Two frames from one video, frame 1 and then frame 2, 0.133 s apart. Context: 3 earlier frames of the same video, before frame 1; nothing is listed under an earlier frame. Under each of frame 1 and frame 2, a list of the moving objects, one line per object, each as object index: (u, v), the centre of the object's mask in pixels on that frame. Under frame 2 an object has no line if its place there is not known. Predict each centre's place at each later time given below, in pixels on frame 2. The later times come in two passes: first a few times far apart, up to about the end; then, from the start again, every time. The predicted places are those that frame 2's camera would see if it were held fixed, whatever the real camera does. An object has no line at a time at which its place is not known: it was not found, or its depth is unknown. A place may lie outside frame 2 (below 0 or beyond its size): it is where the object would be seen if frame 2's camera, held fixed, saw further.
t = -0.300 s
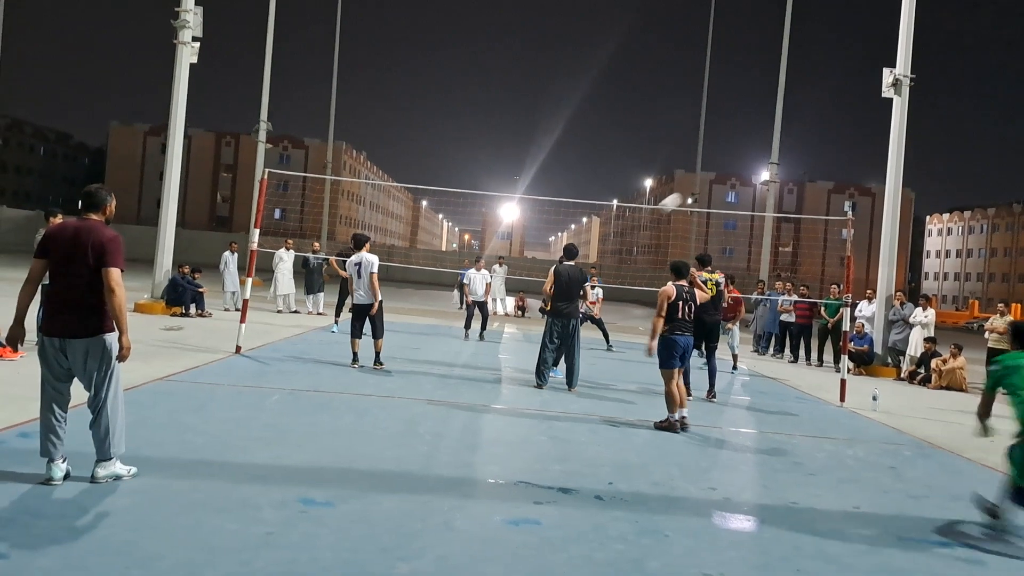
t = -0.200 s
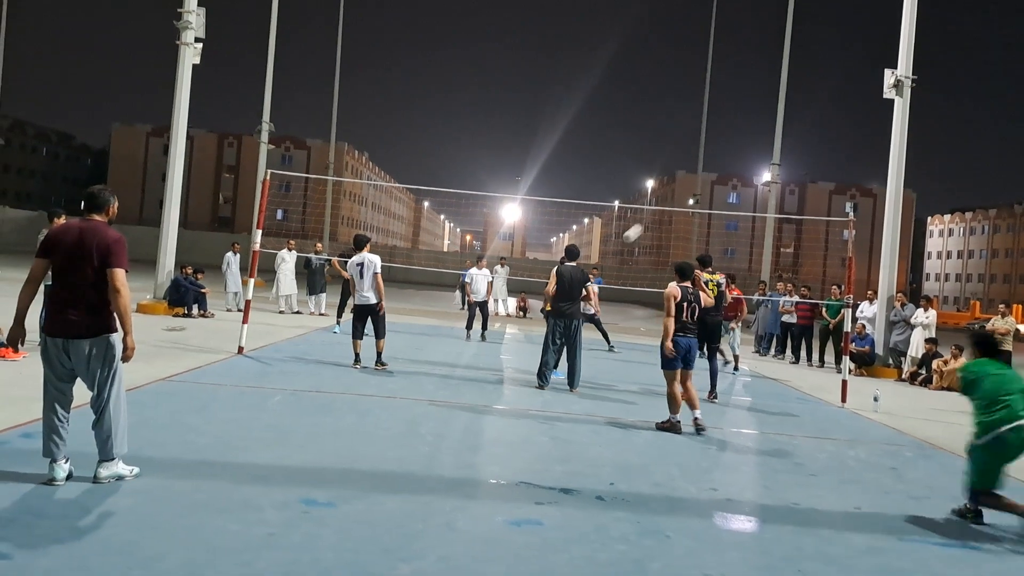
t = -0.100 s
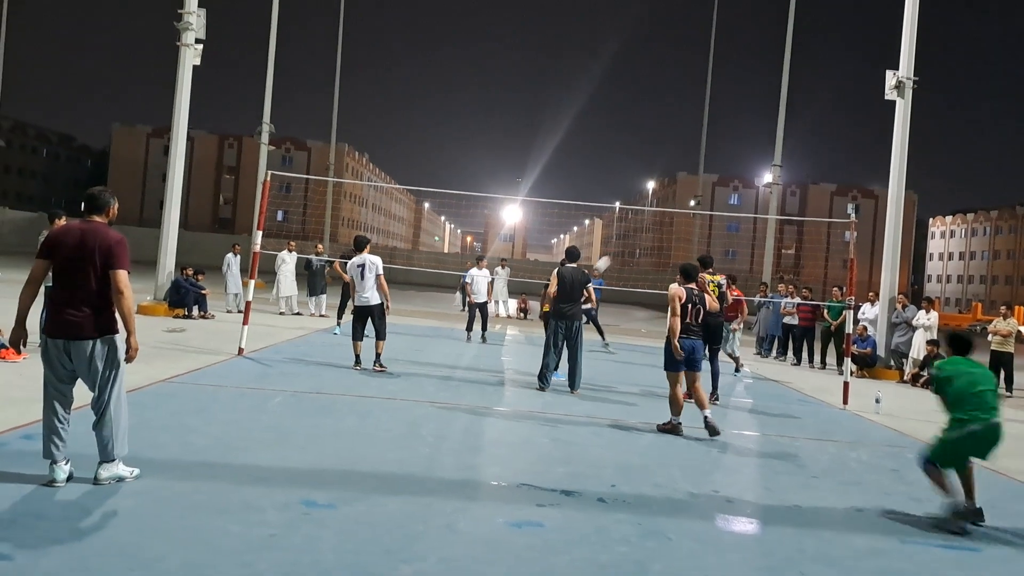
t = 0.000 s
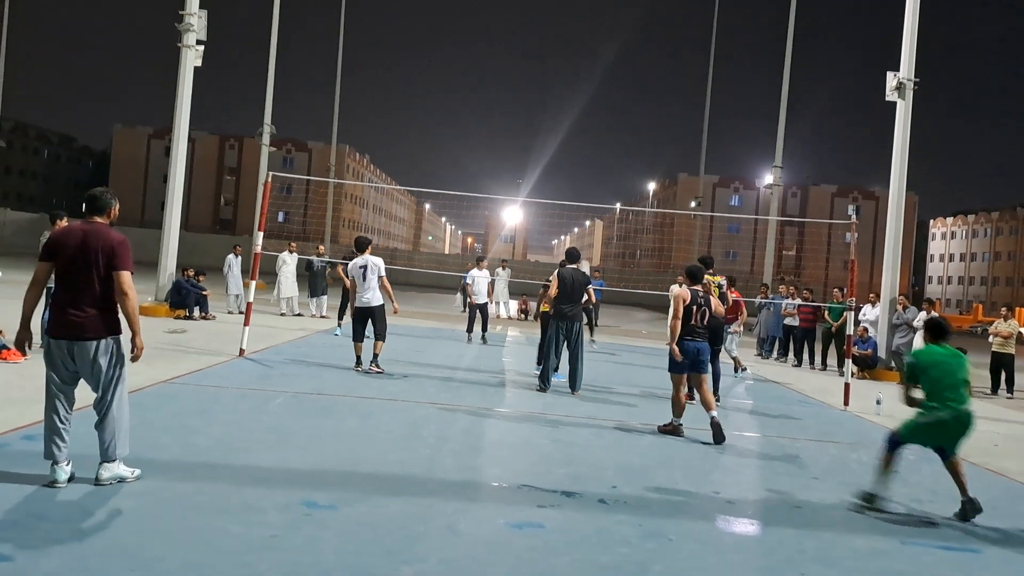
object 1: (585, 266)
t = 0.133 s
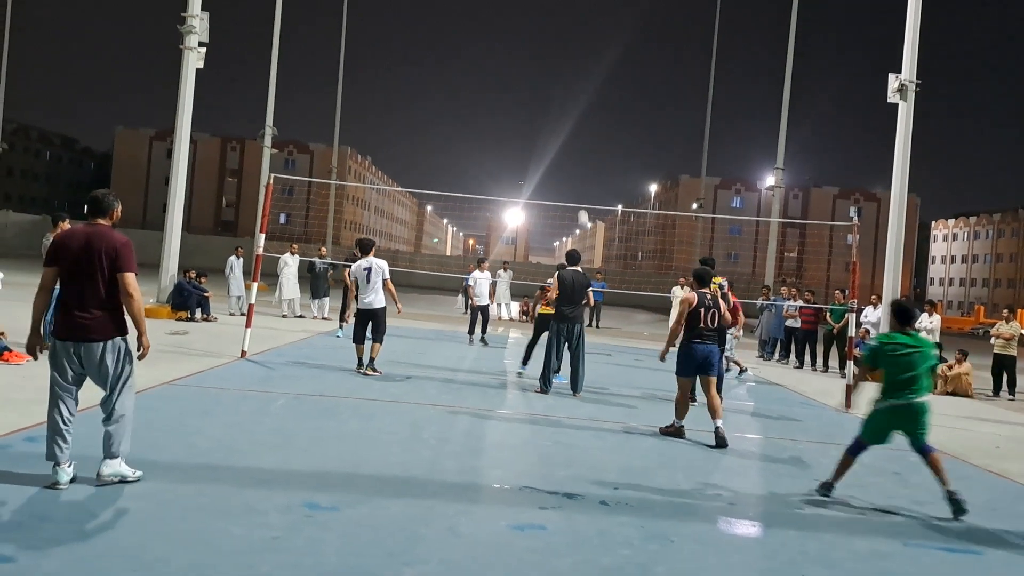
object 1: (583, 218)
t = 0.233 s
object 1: (580, 185)
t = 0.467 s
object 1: (572, 123)
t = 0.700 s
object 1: (562, 87)
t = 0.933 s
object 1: (550, 77)
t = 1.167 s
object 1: (534, 95)
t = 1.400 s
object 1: (516, 142)
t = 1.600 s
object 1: (497, 205)
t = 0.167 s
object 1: (582, 207)
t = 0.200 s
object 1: (581, 195)
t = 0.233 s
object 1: (580, 185)
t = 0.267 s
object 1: (579, 175)
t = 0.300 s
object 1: (578, 165)
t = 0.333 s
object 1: (577, 156)
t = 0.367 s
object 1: (576, 147)
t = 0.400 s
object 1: (575, 138)
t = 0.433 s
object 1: (573, 130)
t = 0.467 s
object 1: (572, 123)
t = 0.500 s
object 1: (571, 117)
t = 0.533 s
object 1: (570, 110)
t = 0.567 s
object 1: (568, 104)
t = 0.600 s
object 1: (567, 99)
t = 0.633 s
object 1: (566, 95)
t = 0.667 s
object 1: (564, 91)
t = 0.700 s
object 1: (562, 87)
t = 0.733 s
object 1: (561, 84)
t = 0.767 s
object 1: (559, 81)
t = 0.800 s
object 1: (558, 80)
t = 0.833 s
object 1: (556, 78)
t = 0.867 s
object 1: (554, 77)
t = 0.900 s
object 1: (552, 77)
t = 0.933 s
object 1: (550, 77)
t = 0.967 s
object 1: (548, 78)
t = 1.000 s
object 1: (546, 79)
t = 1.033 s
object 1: (544, 81)
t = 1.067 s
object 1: (541, 84)
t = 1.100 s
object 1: (539, 87)
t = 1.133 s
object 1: (537, 91)
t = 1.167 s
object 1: (534, 95)
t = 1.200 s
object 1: (532, 100)
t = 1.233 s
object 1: (529, 106)
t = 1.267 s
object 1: (527, 112)
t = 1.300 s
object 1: (524, 118)
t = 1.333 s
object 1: (522, 125)
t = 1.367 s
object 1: (519, 134)
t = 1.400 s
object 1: (516, 142)
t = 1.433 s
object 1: (513, 151)
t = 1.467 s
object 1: (510, 161)
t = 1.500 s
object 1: (507, 171)
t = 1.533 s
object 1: (504, 182)
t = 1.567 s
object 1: (501, 192)
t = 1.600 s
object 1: (497, 205)
